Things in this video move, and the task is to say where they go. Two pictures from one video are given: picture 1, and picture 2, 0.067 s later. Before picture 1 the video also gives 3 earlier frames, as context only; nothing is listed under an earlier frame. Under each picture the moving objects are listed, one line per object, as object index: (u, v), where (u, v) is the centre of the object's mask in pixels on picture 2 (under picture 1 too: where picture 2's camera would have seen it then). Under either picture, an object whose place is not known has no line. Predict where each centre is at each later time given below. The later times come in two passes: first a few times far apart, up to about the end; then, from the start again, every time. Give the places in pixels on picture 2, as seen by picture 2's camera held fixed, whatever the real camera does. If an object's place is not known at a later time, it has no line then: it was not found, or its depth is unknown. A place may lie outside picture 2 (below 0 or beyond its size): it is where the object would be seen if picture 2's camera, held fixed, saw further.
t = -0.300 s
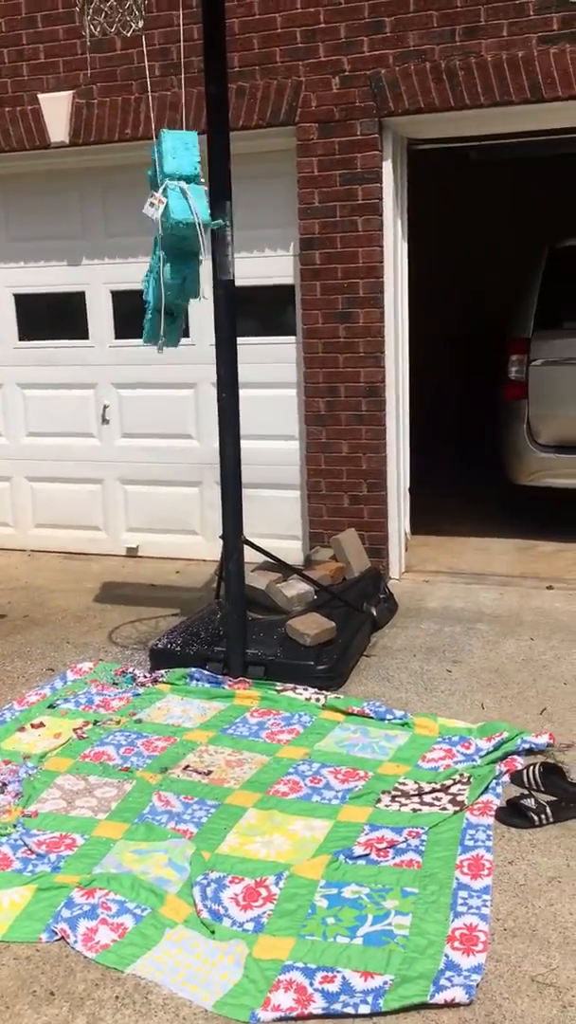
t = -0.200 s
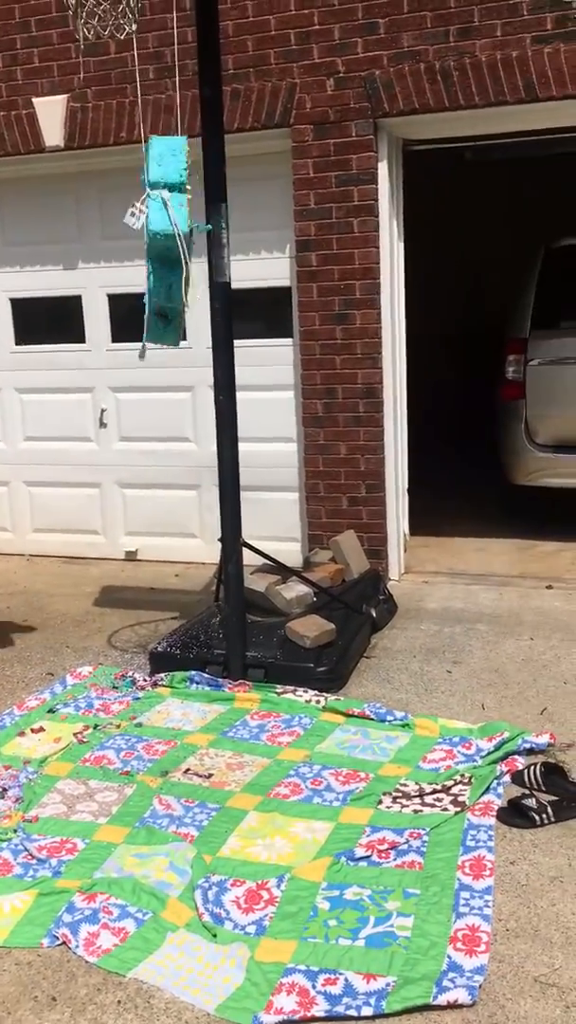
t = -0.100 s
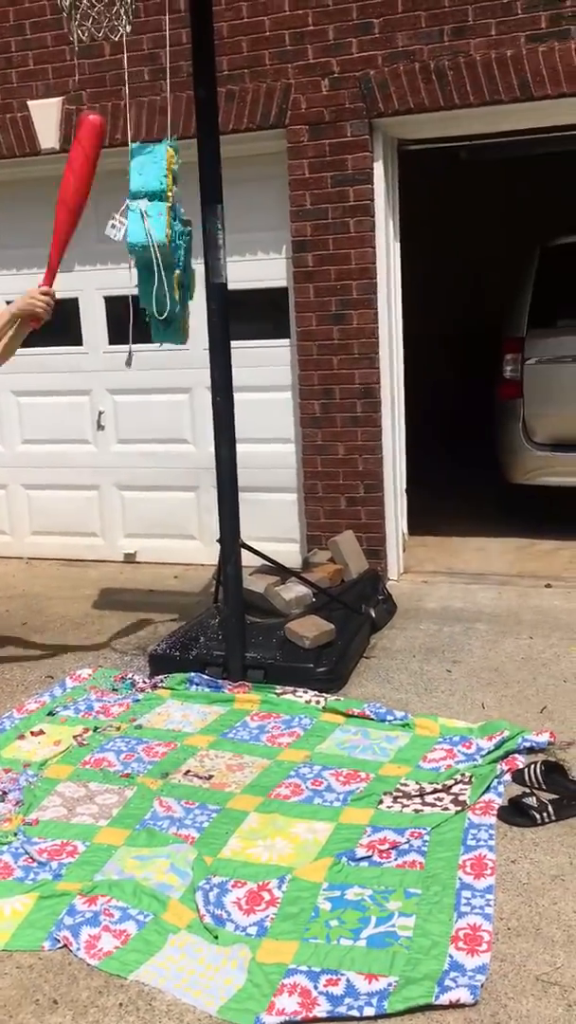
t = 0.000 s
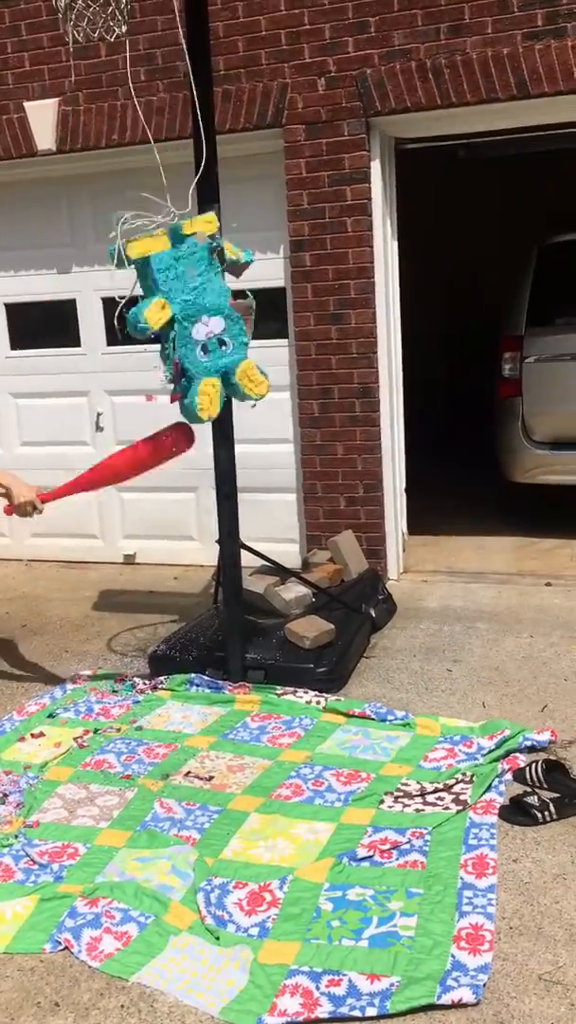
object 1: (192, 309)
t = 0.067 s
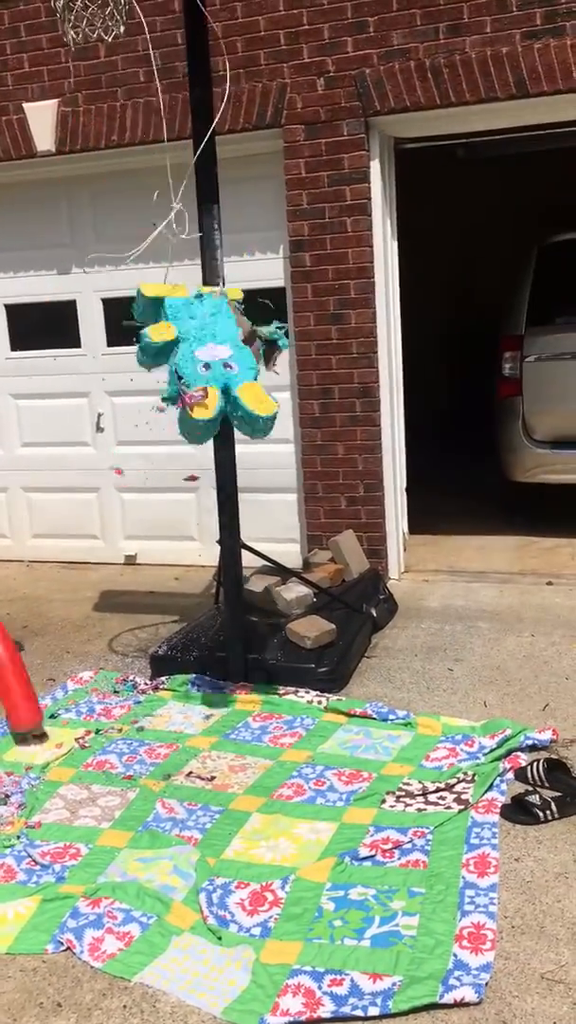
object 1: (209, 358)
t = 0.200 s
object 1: (234, 454)
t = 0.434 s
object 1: (260, 681)
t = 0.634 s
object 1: (236, 673)
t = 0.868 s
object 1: (221, 695)
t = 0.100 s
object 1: (212, 381)
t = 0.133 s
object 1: (221, 403)
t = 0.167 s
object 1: (233, 428)
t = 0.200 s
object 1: (234, 454)
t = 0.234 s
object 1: (238, 484)
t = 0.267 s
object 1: (243, 518)
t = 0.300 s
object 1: (248, 554)
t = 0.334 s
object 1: (253, 594)
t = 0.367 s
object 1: (258, 643)
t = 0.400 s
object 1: (261, 677)
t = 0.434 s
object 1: (260, 681)
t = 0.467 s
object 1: (255, 680)
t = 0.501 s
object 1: (247, 671)
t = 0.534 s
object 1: (243, 667)
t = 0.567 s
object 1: (243, 668)
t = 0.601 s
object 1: (240, 671)
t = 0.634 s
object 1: (236, 673)
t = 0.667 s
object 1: (231, 677)
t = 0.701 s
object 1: (226, 682)
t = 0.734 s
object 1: (221, 690)
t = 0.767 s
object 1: (219, 696)
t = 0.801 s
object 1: (220, 697)
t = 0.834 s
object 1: (220, 696)
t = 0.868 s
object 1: (221, 695)
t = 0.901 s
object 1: (221, 695)
